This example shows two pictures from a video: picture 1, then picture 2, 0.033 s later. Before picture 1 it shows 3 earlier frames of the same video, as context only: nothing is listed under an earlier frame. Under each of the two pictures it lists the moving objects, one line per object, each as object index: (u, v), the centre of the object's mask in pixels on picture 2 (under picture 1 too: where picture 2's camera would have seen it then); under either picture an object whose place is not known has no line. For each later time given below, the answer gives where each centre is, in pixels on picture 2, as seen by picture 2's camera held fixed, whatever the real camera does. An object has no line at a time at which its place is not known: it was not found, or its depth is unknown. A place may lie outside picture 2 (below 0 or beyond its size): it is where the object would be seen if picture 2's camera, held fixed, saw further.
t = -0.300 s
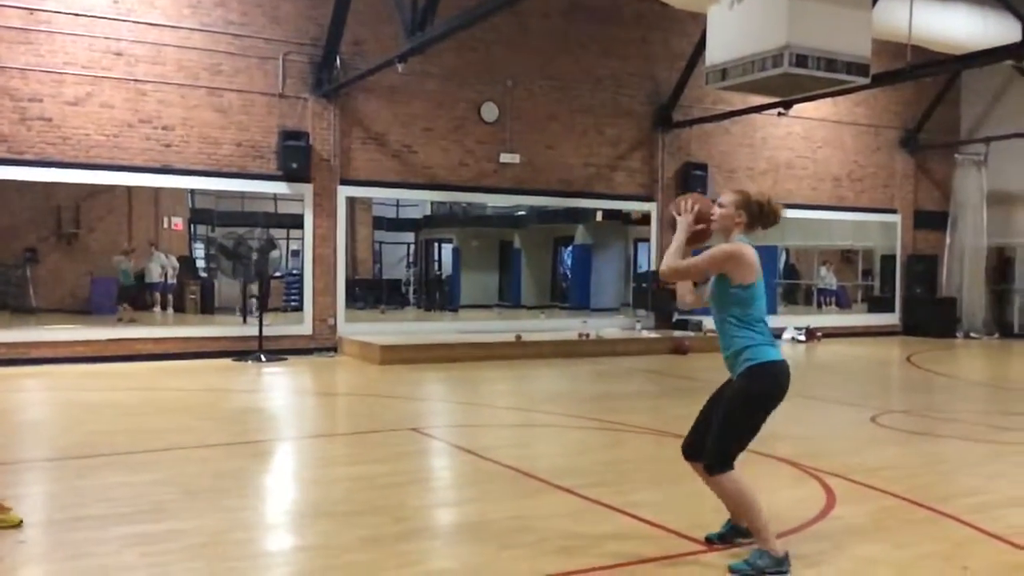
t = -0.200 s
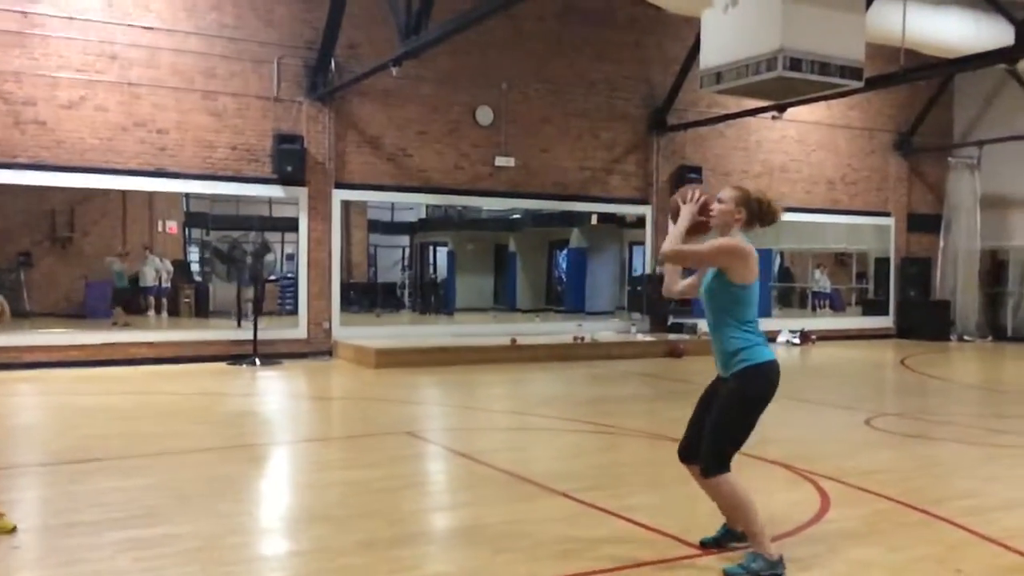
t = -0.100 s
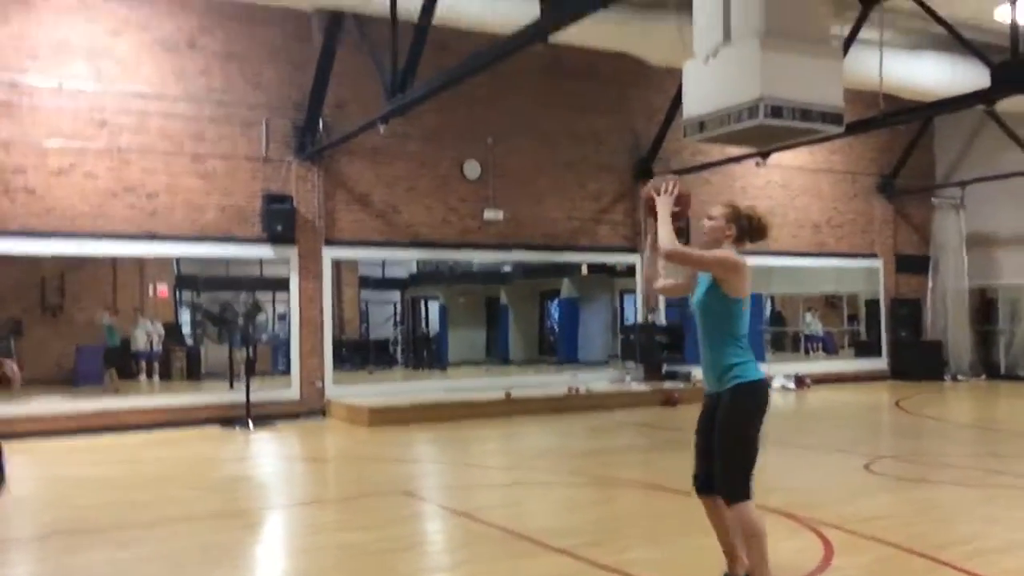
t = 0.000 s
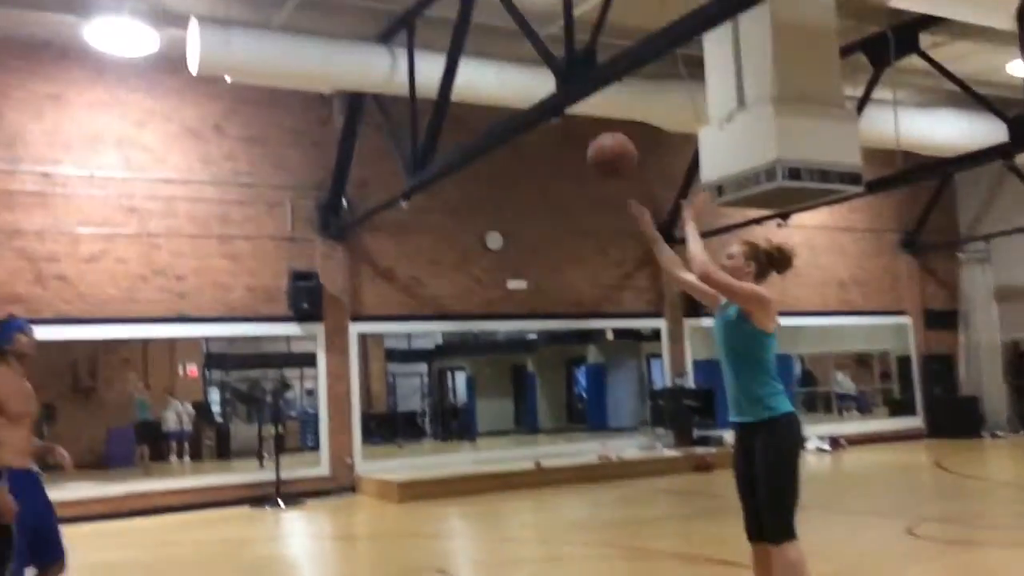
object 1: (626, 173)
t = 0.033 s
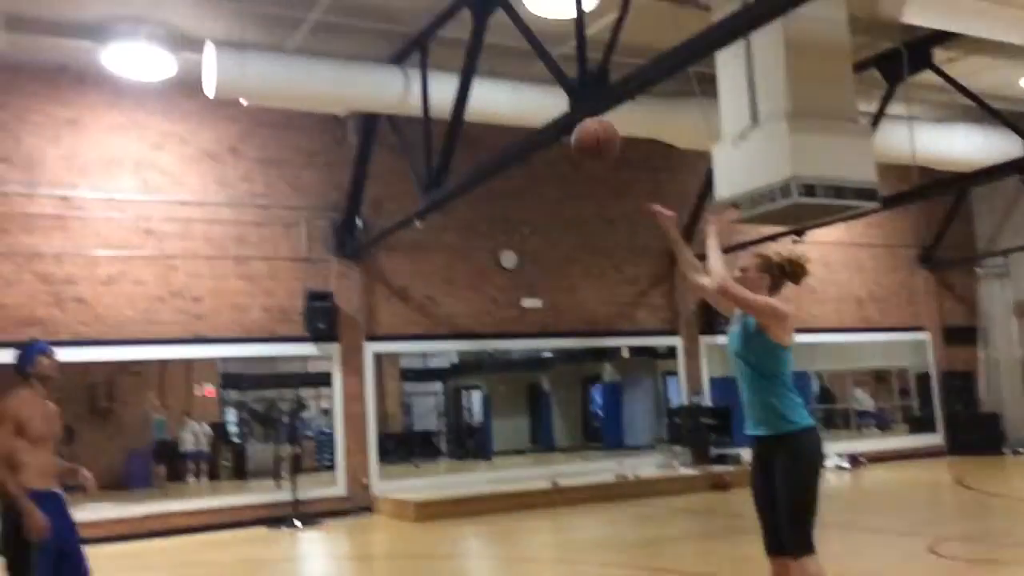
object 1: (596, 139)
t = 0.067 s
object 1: (566, 111)
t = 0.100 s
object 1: (538, 83)
